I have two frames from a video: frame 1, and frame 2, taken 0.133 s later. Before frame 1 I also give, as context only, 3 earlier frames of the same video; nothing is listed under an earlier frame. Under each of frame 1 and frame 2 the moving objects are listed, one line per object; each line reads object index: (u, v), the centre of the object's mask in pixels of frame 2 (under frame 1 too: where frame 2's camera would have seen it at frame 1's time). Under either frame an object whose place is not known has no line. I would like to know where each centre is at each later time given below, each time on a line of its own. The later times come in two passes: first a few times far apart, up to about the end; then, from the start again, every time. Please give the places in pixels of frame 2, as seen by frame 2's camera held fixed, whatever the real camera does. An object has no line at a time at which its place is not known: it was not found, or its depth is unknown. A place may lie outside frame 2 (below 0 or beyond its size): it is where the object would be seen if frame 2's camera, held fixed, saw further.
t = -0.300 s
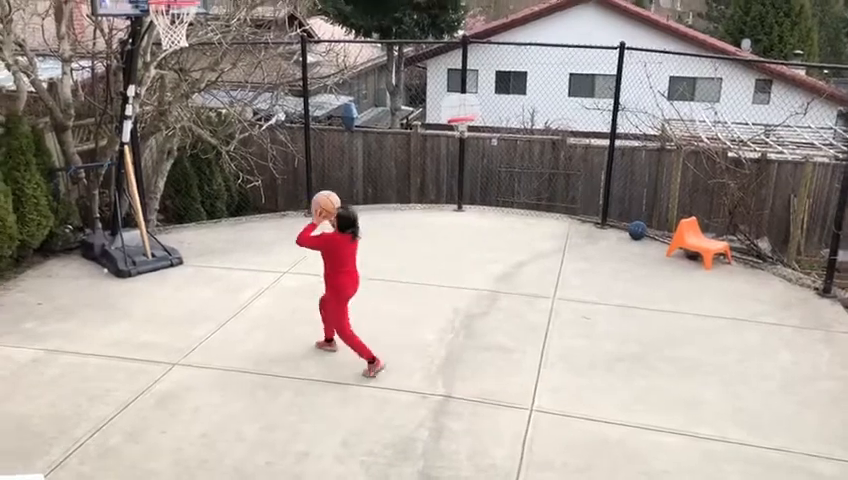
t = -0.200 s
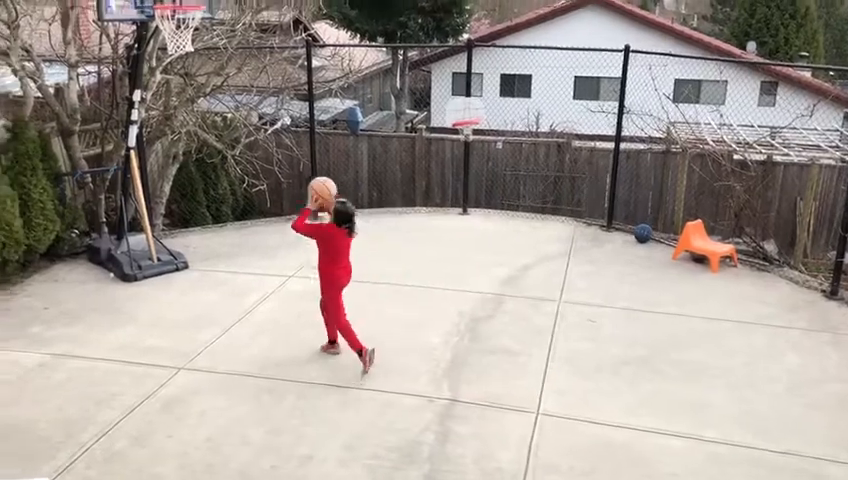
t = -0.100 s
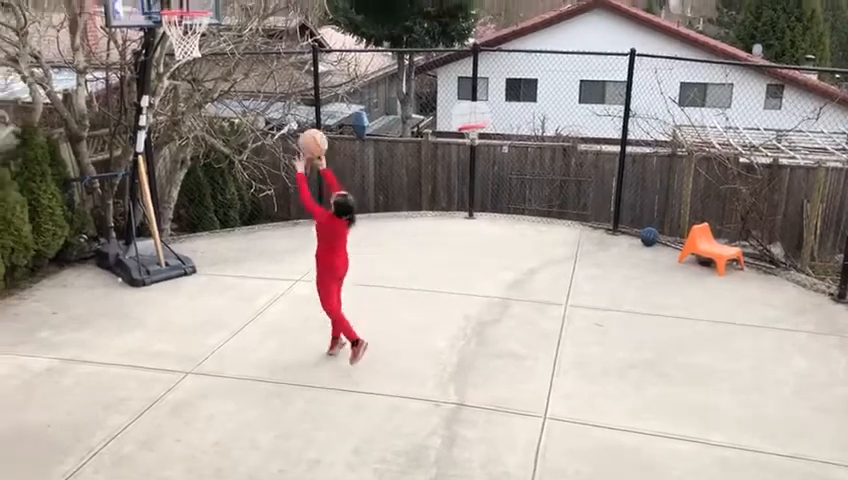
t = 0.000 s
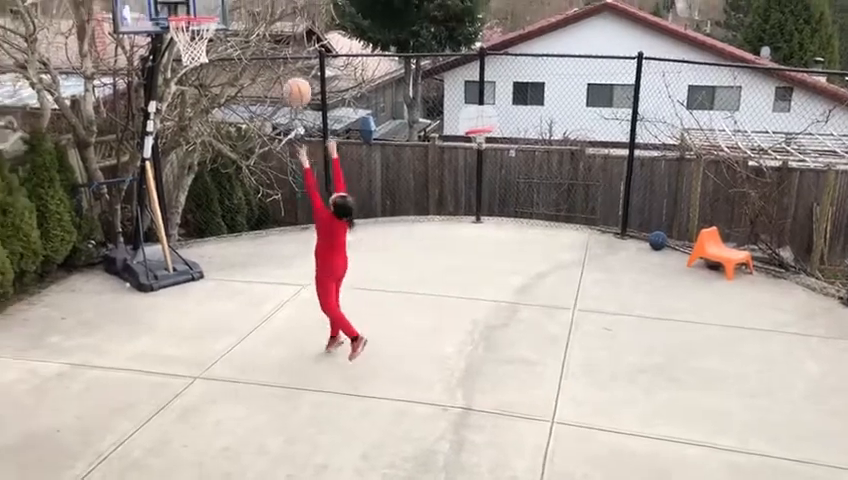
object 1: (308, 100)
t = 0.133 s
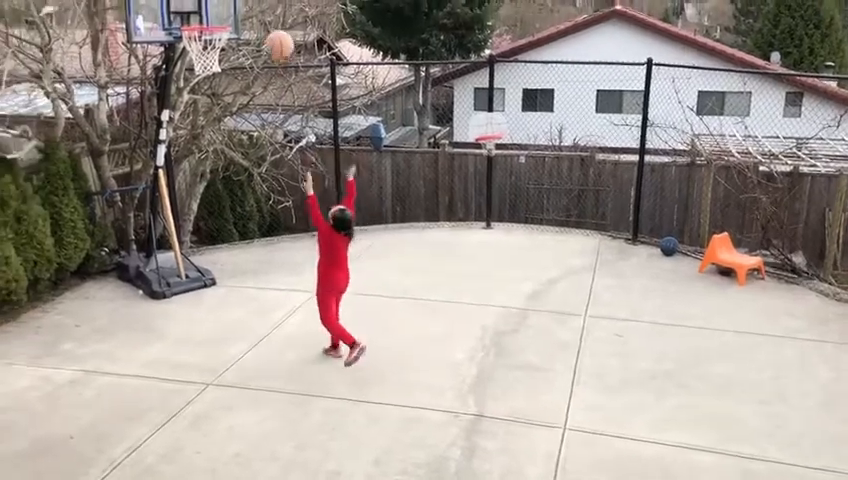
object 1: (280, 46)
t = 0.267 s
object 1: (253, 10)
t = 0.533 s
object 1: (208, 6)
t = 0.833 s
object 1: (185, 15)
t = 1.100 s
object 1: (187, 16)
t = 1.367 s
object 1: (201, 43)
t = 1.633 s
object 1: (221, 133)
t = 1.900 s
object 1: (239, 277)
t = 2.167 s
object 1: (241, 214)
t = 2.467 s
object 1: (245, 173)
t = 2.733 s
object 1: (252, 202)
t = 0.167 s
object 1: (273, 34)
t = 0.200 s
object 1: (266, 26)
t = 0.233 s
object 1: (259, 19)
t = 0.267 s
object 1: (253, 10)
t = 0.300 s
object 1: (247, 6)
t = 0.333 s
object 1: (242, 2)
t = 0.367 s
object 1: (236, 0)
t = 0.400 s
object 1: (230, -1)
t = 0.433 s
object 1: (224, -1)
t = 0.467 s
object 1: (219, 0)
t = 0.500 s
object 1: (213, 2)
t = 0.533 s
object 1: (208, 6)
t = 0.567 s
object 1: (203, 11)
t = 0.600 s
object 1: (197, 16)
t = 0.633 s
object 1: (195, 16)
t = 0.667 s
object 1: (193, 15)
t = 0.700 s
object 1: (191, 14)
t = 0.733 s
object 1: (188, 15)
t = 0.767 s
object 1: (186, 16)
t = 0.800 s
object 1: (185, 16)
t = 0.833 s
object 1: (185, 15)
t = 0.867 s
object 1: (185, 15)
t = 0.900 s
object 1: (185, 15)
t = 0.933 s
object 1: (184, 15)
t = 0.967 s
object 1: (185, 16)
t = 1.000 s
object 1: (185, 16)
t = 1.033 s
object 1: (186, 16)
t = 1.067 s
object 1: (187, 16)
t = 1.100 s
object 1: (187, 16)
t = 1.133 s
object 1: (190, 18)
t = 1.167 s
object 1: (191, 18)
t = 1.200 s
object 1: (192, 19)
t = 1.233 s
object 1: (195, 23)
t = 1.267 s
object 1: (197, 24)
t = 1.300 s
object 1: (201, 31)
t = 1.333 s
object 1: (200, 39)
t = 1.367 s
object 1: (201, 43)
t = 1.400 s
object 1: (207, 54)
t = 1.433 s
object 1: (210, 63)
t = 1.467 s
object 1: (212, 76)
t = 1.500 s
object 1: (212, 84)
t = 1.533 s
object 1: (214, 93)
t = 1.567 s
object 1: (217, 106)
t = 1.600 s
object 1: (219, 119)
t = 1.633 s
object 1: (221, 133)
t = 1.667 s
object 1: (223, 148)
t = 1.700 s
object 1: (226, 165)
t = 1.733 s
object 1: (228, 182)
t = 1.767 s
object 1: (230, 199)
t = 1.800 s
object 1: (233, 217)
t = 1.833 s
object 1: (235, 235)
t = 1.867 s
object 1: (237, 255)
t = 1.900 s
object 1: (239, 277)
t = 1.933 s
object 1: (242, 296)
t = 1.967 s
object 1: (241, 283)
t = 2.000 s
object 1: (241, 270)
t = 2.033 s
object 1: (241, 256)
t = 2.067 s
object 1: (241, 243)
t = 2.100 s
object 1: (242, 233)
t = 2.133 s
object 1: (241, 223)
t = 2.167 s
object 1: (241, 214)
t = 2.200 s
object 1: (241, 206)
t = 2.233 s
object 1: (242, 198)
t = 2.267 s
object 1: (242, 192)
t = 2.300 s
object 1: (242, 186)
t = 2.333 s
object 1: (243, 182)
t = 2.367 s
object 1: (243, 178)
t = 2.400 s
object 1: (244, 175)
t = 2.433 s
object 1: (244, 174)
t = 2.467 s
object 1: (245, 173)
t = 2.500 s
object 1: (245, 173)
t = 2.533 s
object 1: (246, 175)
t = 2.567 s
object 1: (247, 176)
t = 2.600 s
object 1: (248, 180)
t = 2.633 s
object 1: (249, 184)
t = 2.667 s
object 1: (251, 189)
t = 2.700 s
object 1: (252, 195)
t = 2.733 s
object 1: (252, 202)
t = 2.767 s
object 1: (254, 210)
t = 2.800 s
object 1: (255, 219)
